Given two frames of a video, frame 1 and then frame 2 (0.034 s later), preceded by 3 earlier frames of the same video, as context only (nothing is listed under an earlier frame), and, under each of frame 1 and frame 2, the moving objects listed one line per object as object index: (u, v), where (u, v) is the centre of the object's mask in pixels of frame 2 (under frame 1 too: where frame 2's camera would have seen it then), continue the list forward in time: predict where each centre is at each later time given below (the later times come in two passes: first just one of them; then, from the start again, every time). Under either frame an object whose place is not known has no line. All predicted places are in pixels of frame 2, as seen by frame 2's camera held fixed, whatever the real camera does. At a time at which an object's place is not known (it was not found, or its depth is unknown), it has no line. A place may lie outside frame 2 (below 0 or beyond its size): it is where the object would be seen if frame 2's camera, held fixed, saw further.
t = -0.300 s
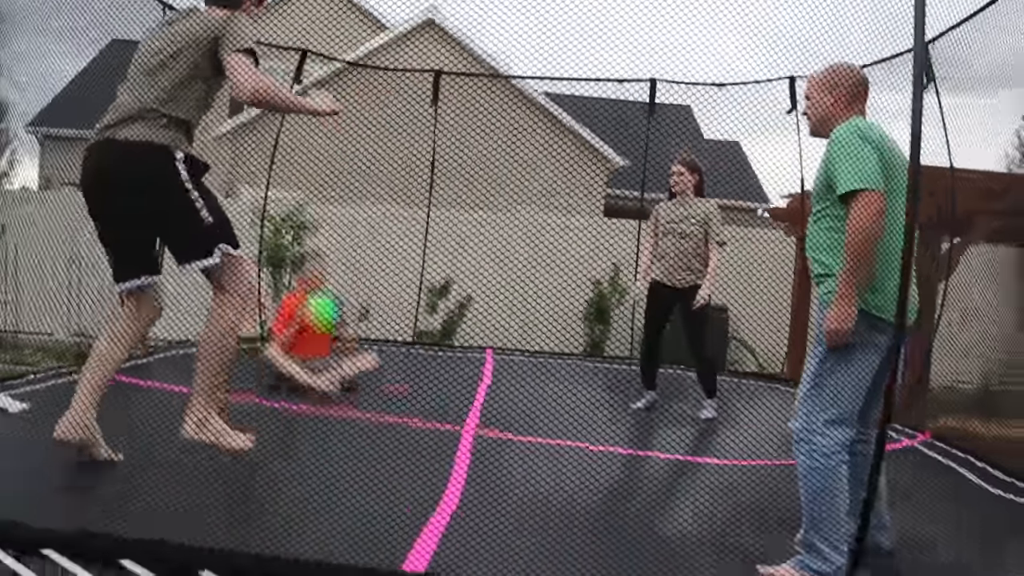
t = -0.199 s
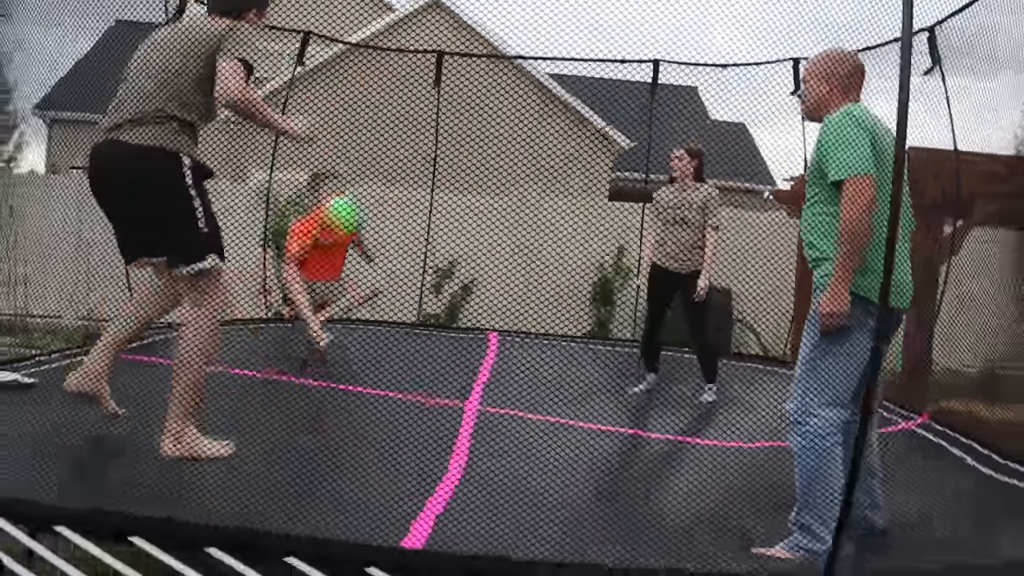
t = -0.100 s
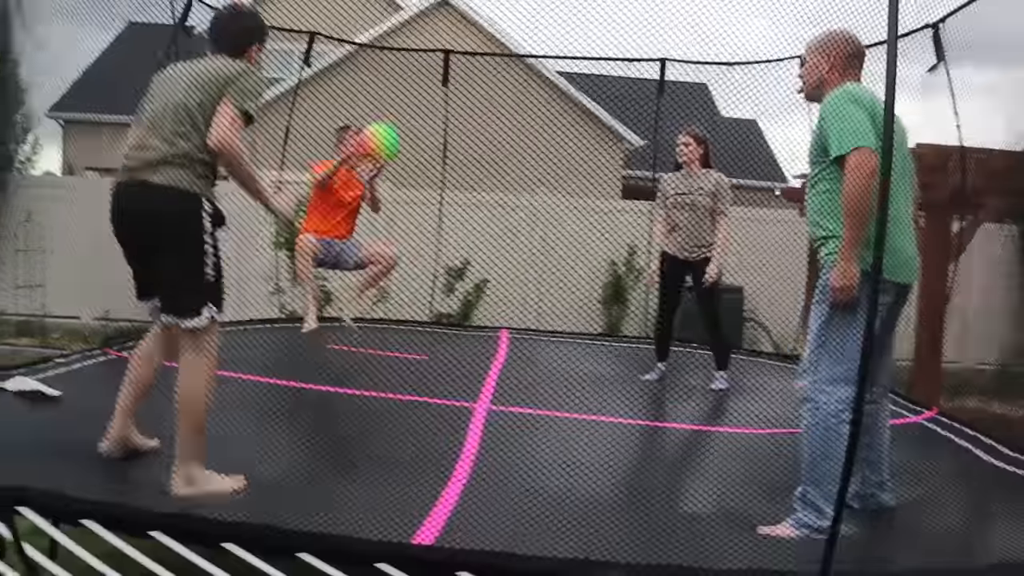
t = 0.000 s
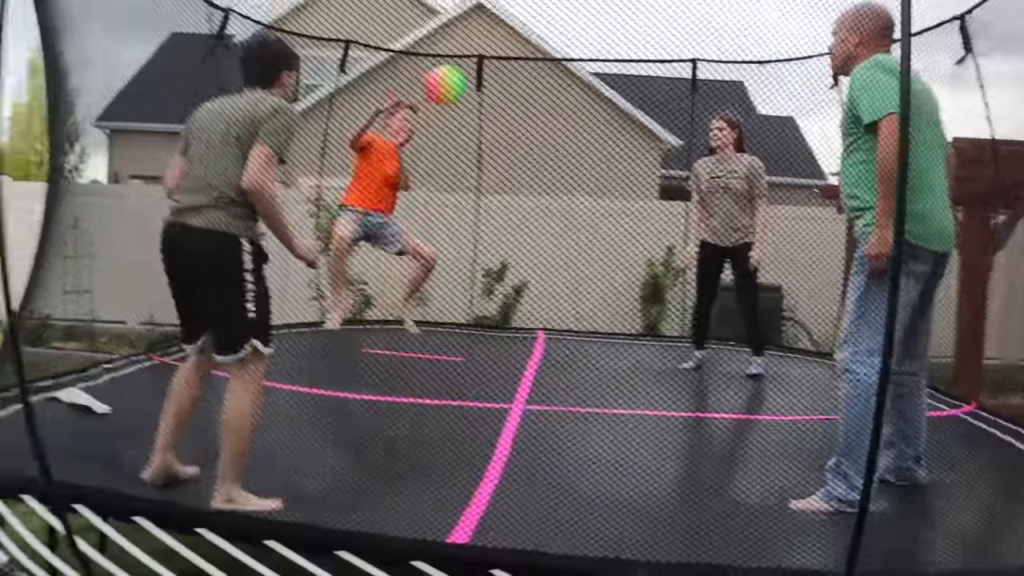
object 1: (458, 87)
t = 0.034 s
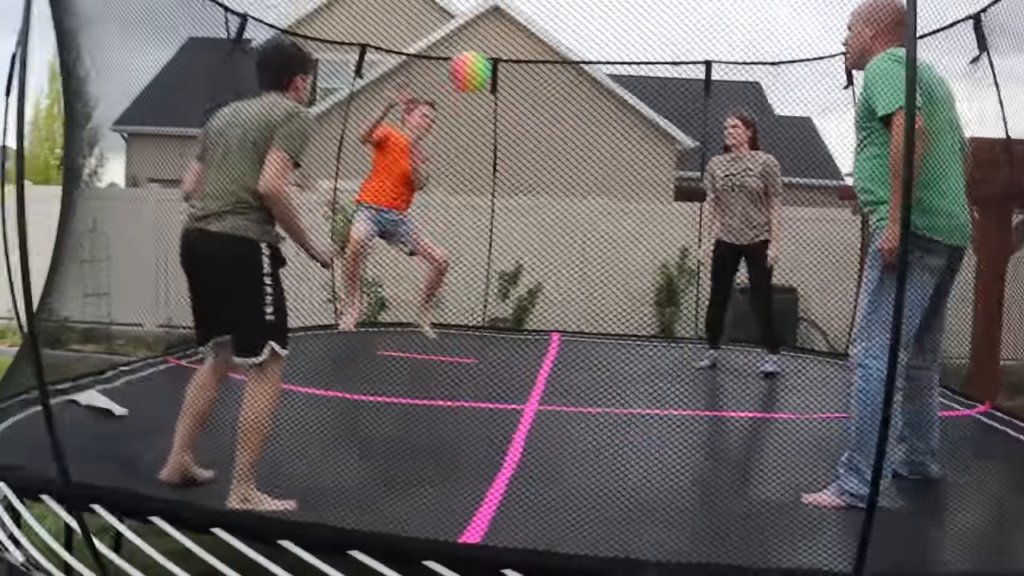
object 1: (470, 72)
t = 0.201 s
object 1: (517, 12)
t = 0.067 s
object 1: (479, 55)
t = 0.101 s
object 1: (486, 43)
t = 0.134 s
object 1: (498, 29)
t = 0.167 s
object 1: (506, 19)
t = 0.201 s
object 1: (517, 12)
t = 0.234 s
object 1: (528, 5)
